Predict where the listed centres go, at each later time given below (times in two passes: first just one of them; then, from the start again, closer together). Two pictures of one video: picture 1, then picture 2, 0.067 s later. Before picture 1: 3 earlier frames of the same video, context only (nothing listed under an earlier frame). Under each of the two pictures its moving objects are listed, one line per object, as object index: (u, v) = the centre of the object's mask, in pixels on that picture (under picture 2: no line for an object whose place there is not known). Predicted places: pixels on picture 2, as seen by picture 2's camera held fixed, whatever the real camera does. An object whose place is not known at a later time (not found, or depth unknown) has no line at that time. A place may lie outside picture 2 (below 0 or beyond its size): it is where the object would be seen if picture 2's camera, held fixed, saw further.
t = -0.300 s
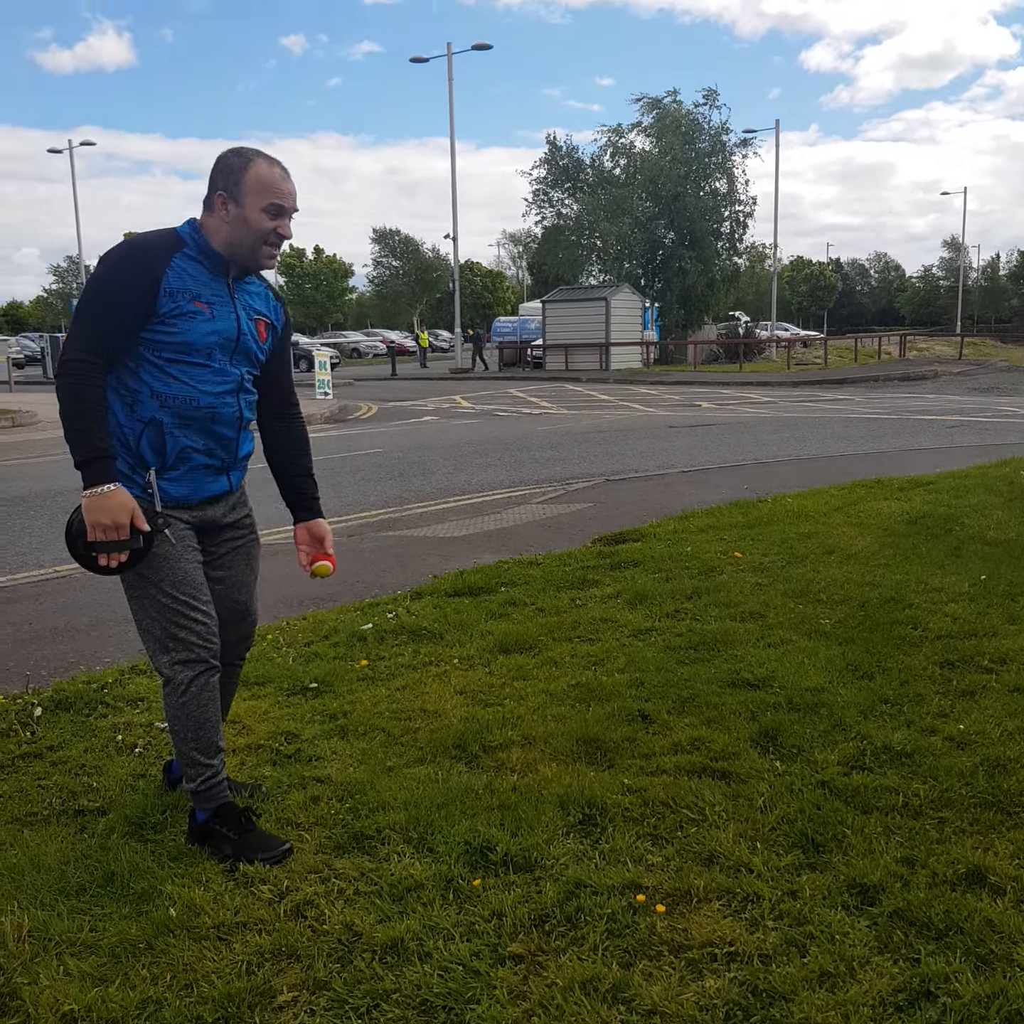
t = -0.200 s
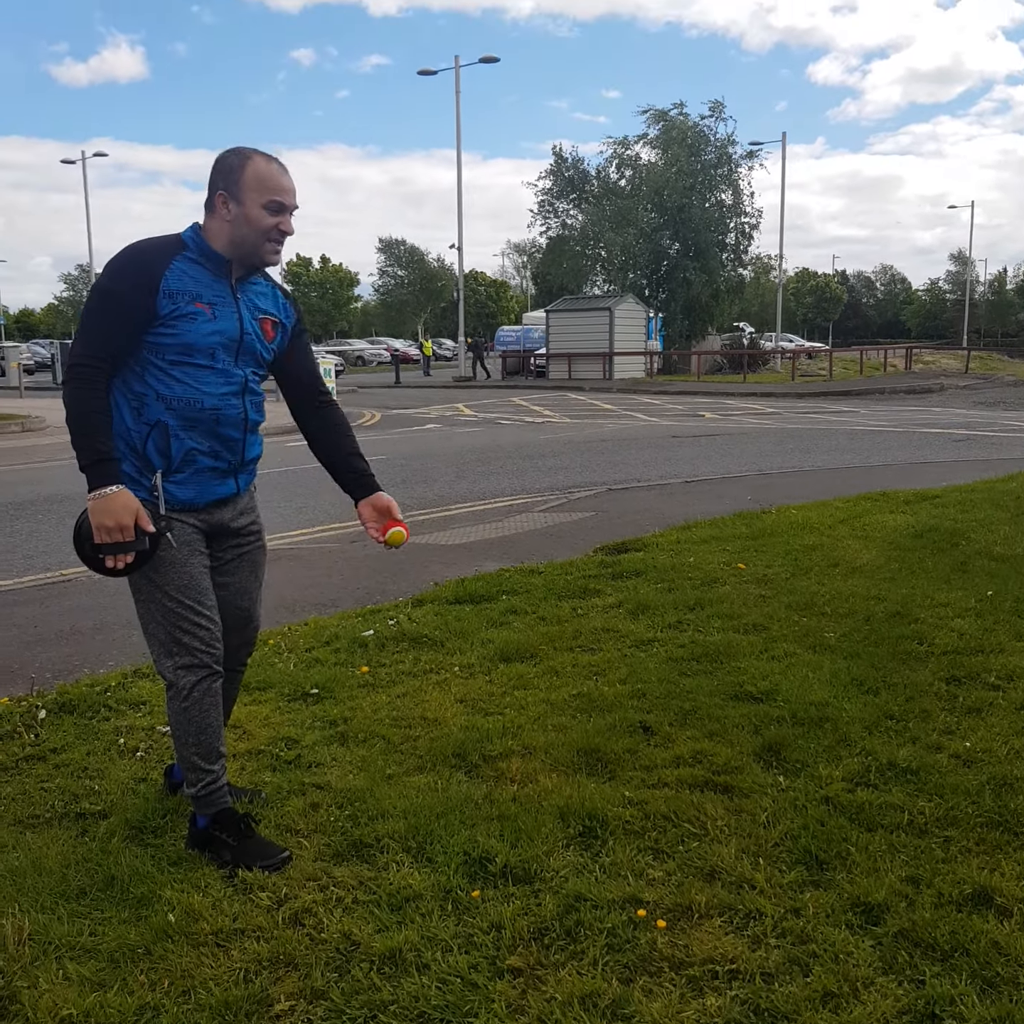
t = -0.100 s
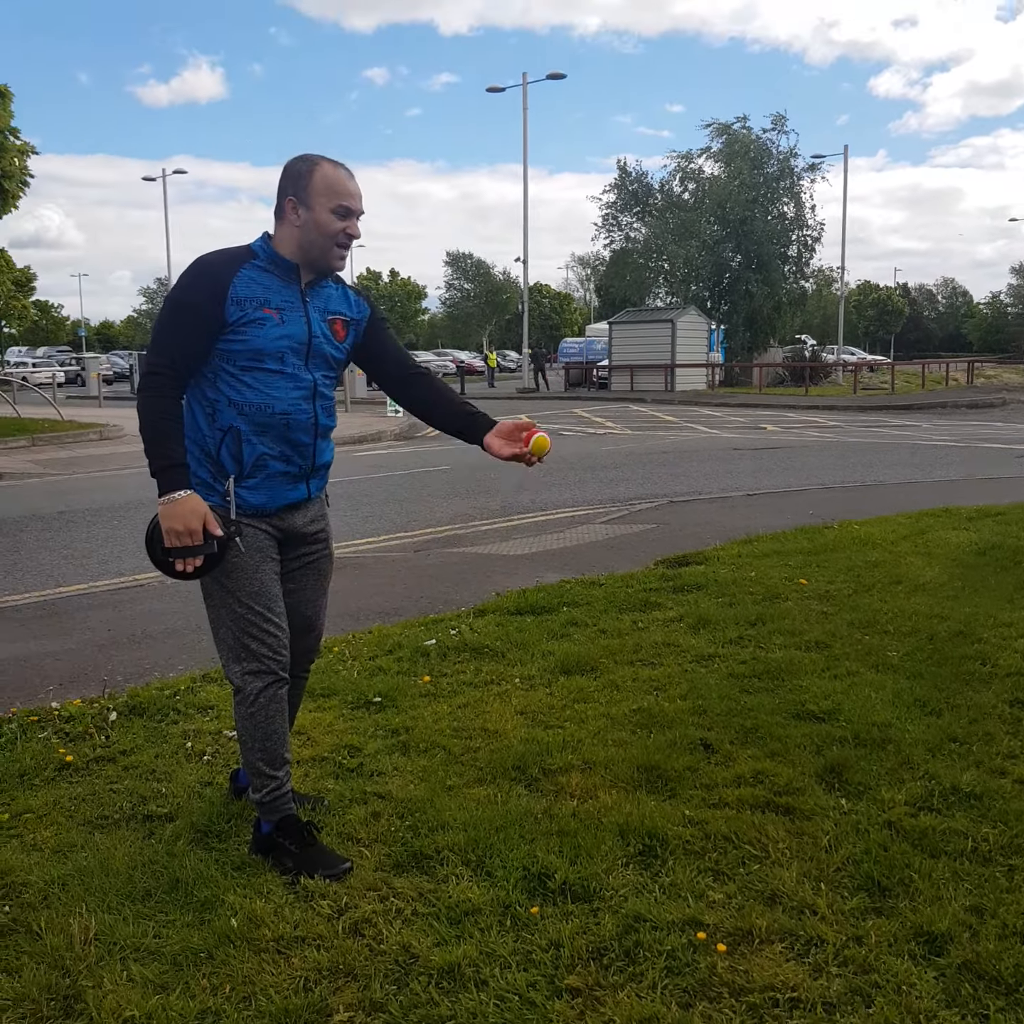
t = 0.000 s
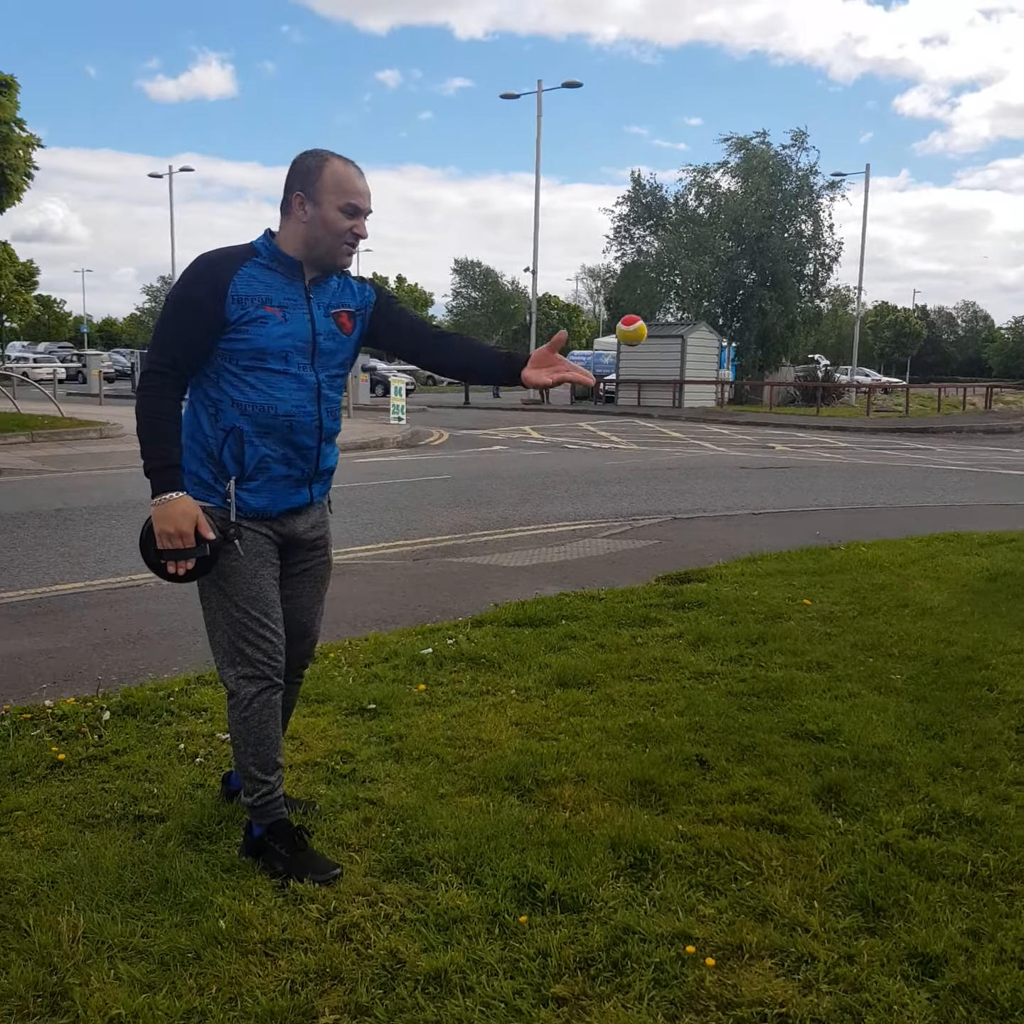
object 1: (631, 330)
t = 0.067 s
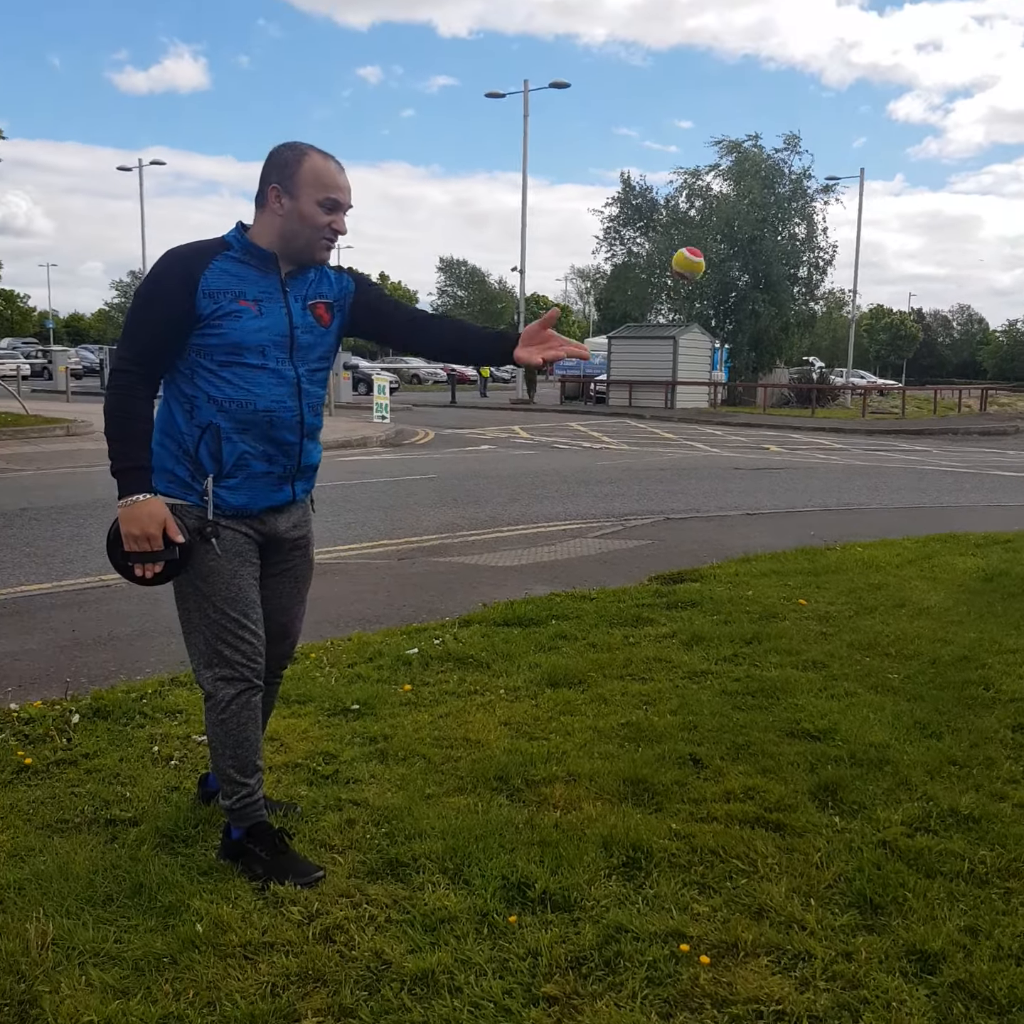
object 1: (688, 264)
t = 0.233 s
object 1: (866, 173)
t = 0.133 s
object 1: (758, 215)
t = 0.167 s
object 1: (792, 196)
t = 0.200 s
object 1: (829, 182)
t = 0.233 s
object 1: (866, 173)
